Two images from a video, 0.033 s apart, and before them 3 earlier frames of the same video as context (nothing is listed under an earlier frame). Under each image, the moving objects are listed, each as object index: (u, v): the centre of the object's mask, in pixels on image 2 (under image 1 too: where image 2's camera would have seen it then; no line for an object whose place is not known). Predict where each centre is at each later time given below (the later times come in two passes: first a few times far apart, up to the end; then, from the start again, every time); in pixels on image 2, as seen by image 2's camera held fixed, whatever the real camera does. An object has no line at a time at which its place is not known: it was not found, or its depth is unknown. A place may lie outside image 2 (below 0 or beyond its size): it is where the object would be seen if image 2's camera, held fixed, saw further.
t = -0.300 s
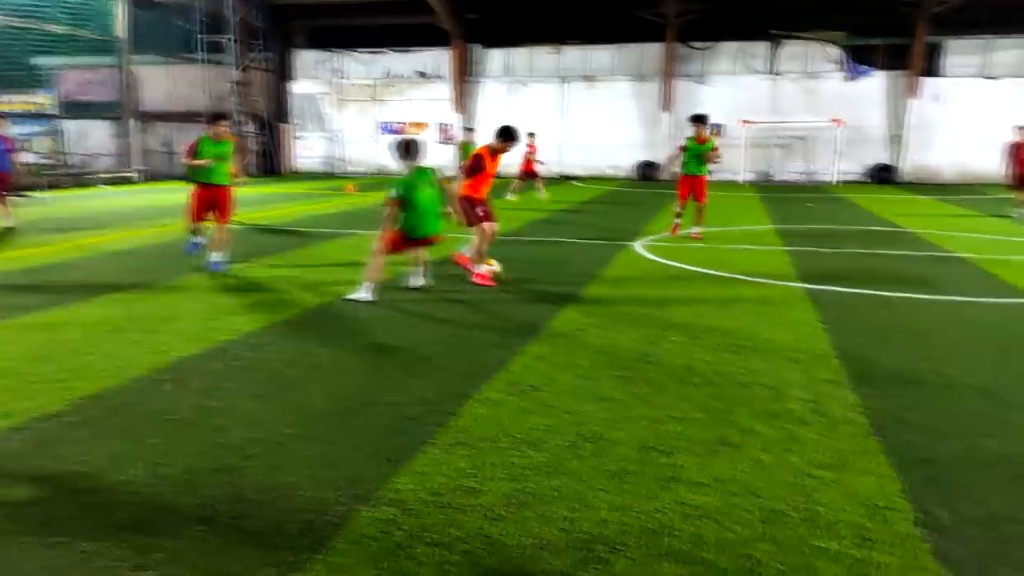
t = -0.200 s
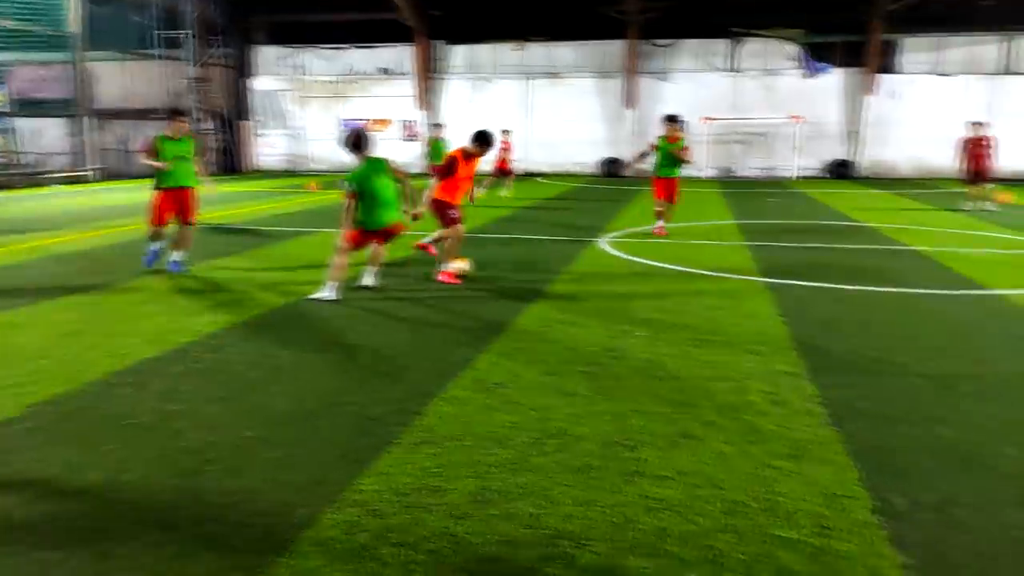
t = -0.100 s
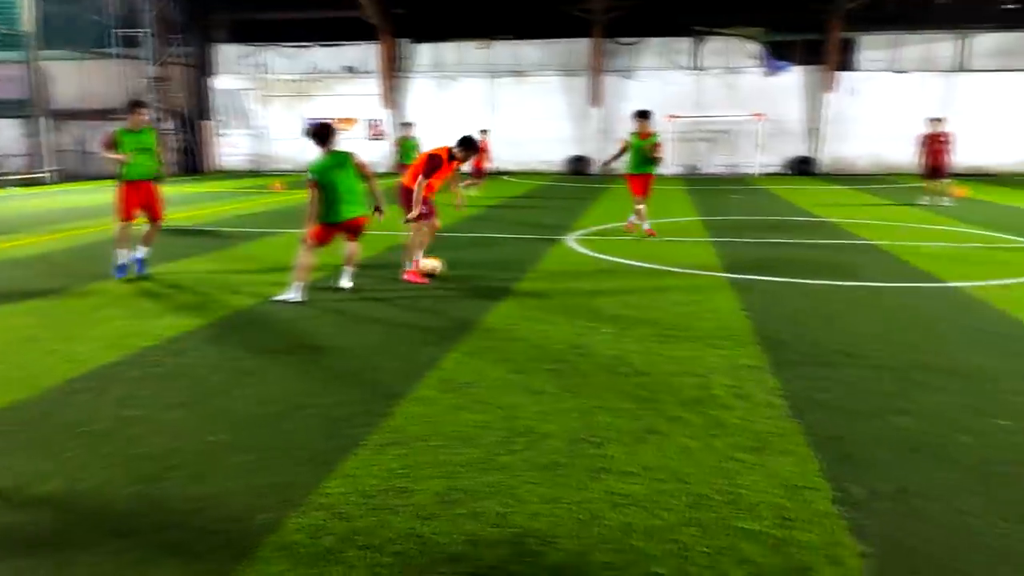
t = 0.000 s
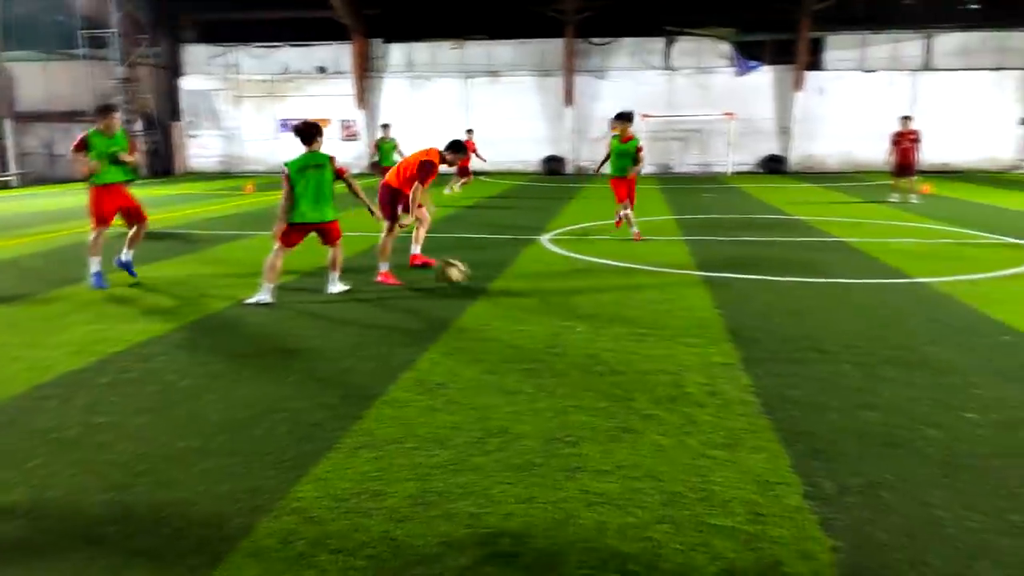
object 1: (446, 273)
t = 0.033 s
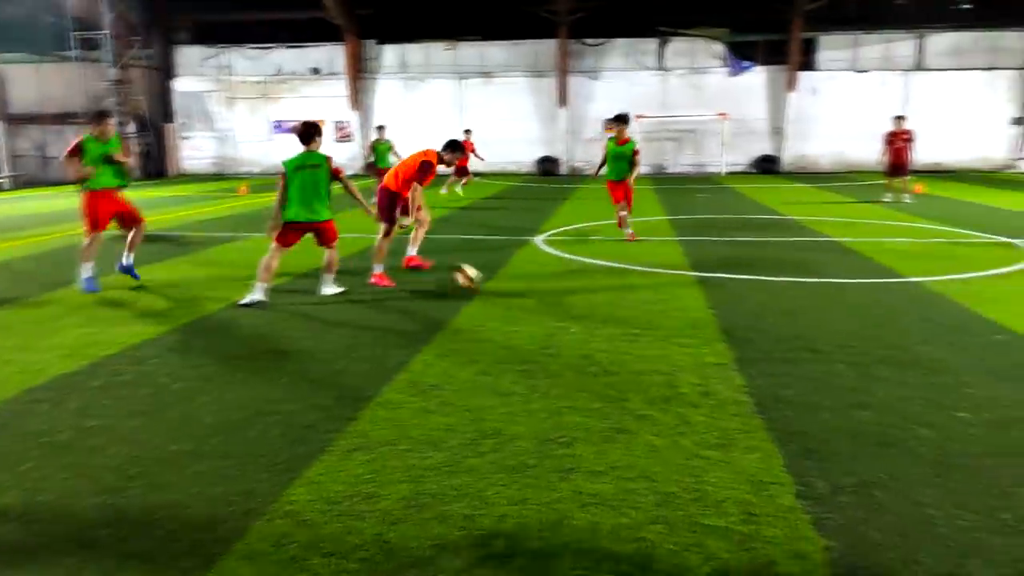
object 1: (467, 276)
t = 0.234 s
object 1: (597, 305)
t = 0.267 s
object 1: (621, 310)
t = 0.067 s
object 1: (484, 281)
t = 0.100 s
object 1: (510, 289)
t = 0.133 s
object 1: (533, 297)
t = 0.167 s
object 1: (554, 302)
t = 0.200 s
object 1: (575, 304)
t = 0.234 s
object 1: (597, 305)
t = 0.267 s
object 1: (621, 310)
